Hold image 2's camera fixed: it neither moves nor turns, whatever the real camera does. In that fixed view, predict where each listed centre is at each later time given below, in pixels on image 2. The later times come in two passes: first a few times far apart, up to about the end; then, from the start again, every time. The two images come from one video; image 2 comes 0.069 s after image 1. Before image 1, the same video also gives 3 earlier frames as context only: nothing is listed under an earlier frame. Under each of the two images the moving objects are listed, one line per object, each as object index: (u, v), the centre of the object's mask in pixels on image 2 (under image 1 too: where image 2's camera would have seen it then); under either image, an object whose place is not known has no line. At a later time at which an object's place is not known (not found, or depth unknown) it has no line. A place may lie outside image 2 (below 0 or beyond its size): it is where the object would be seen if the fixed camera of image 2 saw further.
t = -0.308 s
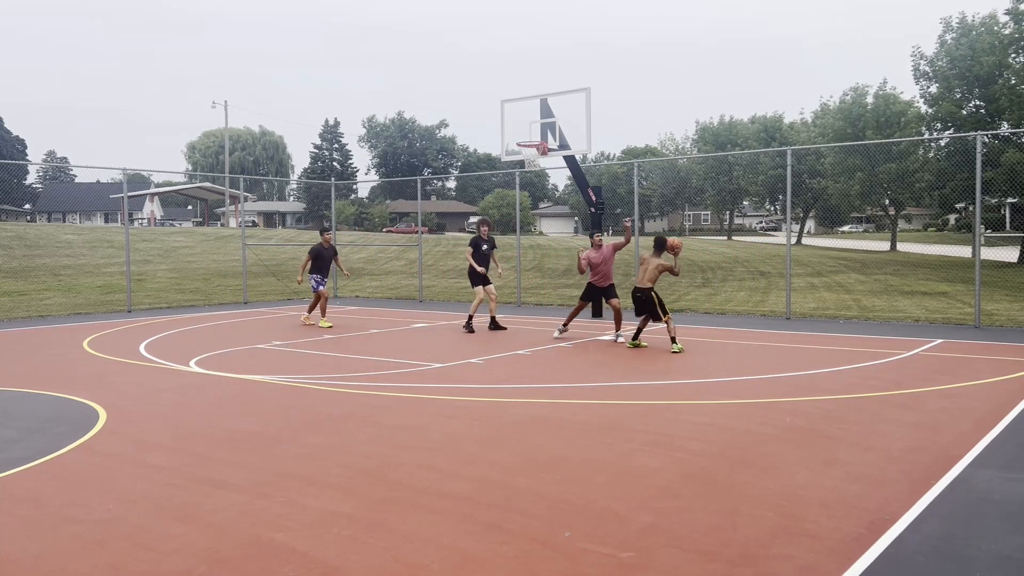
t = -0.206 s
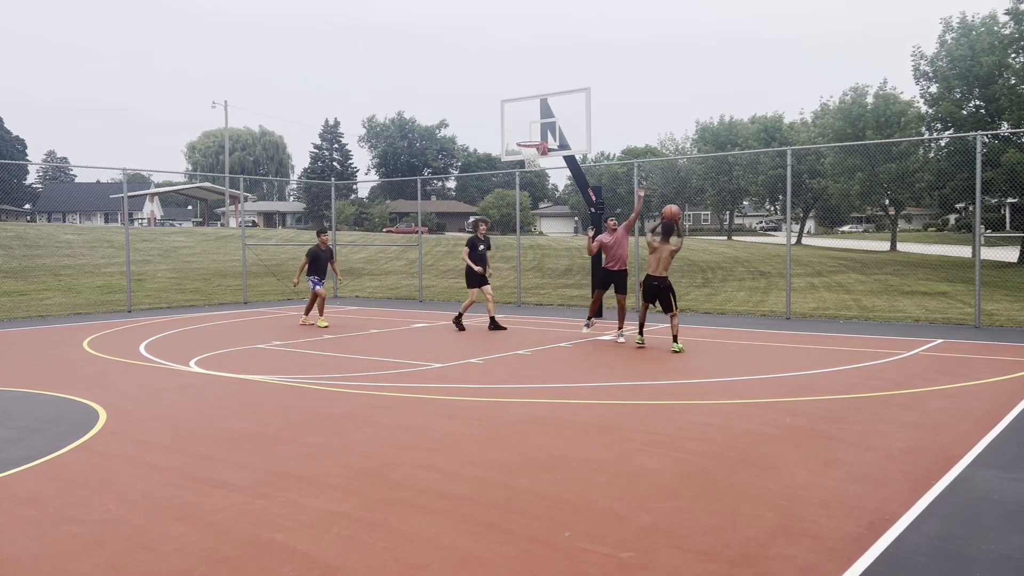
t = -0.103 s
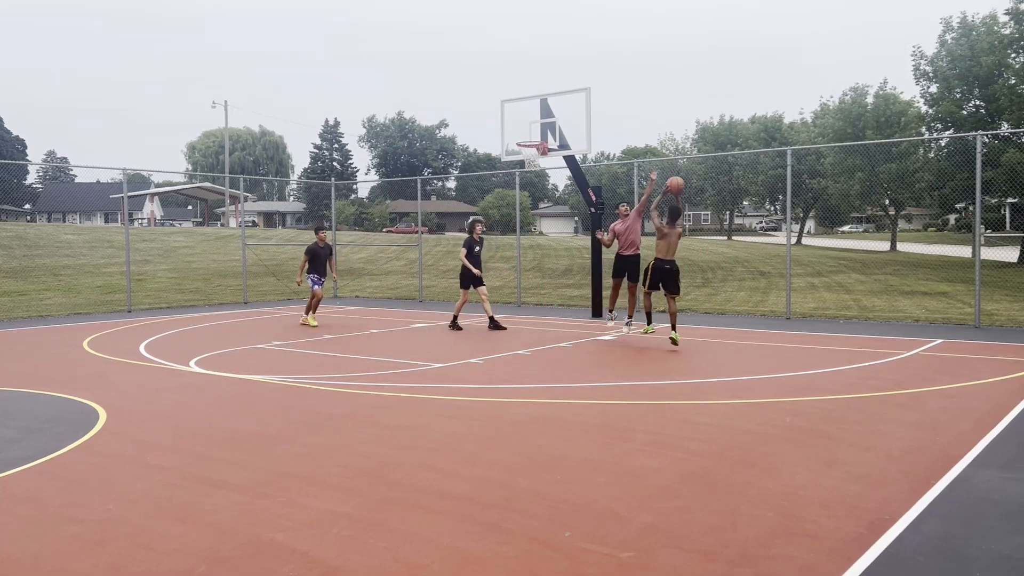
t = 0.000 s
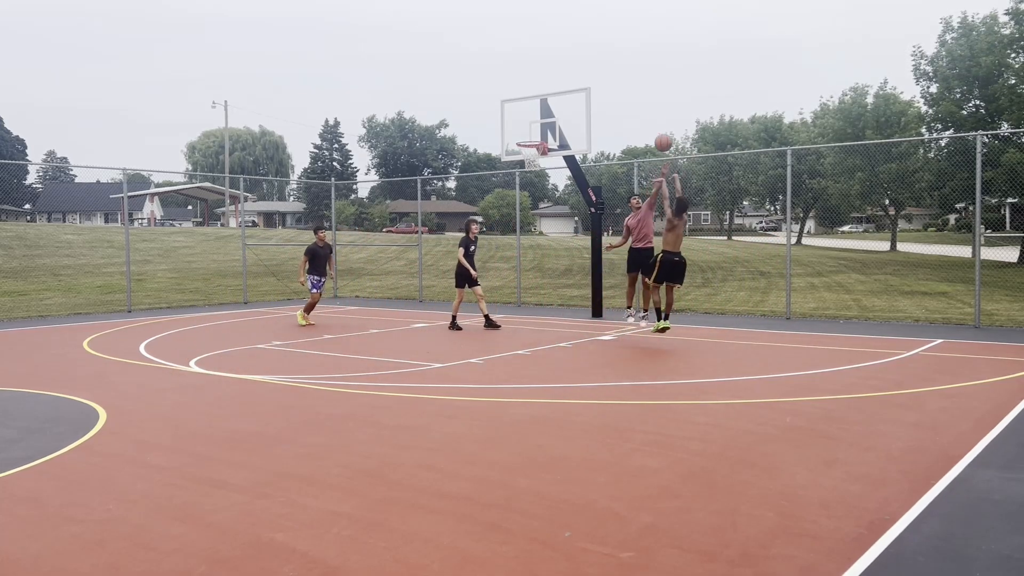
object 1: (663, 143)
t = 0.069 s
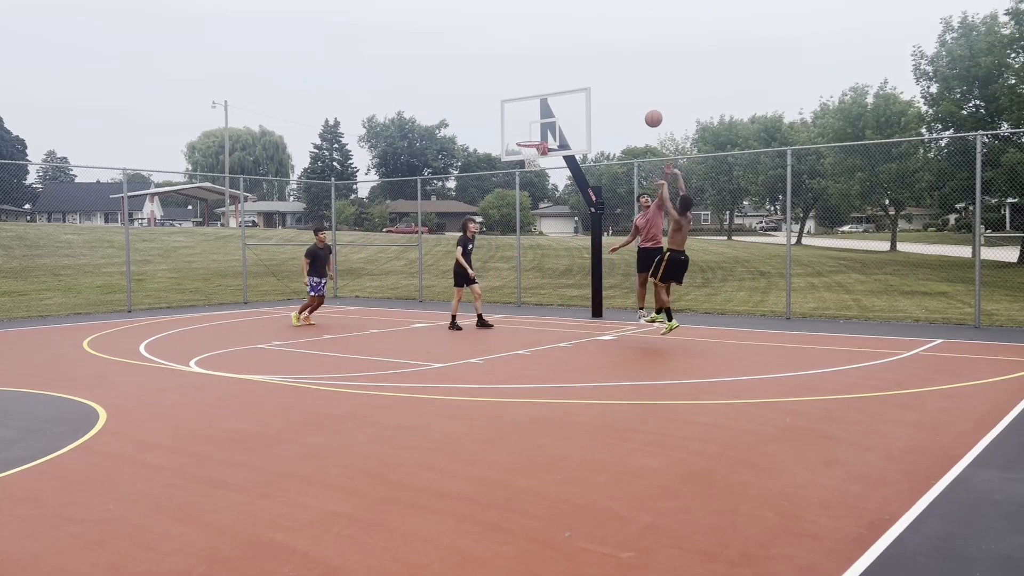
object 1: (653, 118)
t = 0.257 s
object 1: (628, 73)
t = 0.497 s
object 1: (599, 55)
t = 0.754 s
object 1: (574, 76)
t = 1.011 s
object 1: (538, 91)
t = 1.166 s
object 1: (513, 110)
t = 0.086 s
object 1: (651, 113)
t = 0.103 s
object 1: (649, 108)
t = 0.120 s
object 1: (646, 103)
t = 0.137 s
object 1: (644, 99)
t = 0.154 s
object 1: (642, 94)
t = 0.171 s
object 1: (639, 90)
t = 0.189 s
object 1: (637, 87)
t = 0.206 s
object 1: (635, 83)
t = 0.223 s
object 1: (632, 80)
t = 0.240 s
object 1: (631, 76)
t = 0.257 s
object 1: (628, 73)
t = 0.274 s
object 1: (626, 71)
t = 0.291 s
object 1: (624, 68)
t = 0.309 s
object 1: (622, 66)
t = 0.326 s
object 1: (620, 64)
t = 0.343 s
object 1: (618, 62)
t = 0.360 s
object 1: (614, 59)
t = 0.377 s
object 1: (612, 58)
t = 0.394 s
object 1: (610, 57)
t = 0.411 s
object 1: (608, 56)
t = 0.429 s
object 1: (606, 55)
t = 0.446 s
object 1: (604, 55)
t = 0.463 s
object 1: (602, 55)
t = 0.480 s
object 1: (601, 54)
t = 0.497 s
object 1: (599, 55)
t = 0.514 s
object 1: (597, 55)
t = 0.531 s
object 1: (595, 55)
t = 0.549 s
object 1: (593, 56)
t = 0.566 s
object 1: (592, 57)
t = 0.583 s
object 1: (590, 58)
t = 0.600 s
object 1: (588, 59)
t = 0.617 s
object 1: (587, 60)
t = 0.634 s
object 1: (585, 61)
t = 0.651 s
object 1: (583, 63)
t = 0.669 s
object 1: (582, 65)
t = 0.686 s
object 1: (580, 67)
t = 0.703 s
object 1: (579, 69)
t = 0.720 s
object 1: (577, 71)
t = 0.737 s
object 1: (575, 73)
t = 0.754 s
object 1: (574, 76)
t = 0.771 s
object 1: (573, 78)
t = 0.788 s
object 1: (571, 81)
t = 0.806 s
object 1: (570, 84)
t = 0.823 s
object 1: (568, 86)
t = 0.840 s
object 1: (565, 85)
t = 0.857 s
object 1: (563, 85)
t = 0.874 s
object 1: (560, 85)
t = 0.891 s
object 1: (557, 85)
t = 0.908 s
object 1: (554, 85)
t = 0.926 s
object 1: (551, 86)
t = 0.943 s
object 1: (549, 86)
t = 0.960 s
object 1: (546, 87)
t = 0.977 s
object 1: (543, 88)
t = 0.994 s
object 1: (540, 89)
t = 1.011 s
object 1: (538, 91)
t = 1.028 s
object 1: (535, 92)
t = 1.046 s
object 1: (532, 94)
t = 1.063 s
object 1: (530, 95)
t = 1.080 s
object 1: (527, 97)
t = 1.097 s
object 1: (524, 99)
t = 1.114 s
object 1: (521, 102)
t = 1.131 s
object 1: (519, 104)
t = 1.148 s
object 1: (516, 107)
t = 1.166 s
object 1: (513, 110)
